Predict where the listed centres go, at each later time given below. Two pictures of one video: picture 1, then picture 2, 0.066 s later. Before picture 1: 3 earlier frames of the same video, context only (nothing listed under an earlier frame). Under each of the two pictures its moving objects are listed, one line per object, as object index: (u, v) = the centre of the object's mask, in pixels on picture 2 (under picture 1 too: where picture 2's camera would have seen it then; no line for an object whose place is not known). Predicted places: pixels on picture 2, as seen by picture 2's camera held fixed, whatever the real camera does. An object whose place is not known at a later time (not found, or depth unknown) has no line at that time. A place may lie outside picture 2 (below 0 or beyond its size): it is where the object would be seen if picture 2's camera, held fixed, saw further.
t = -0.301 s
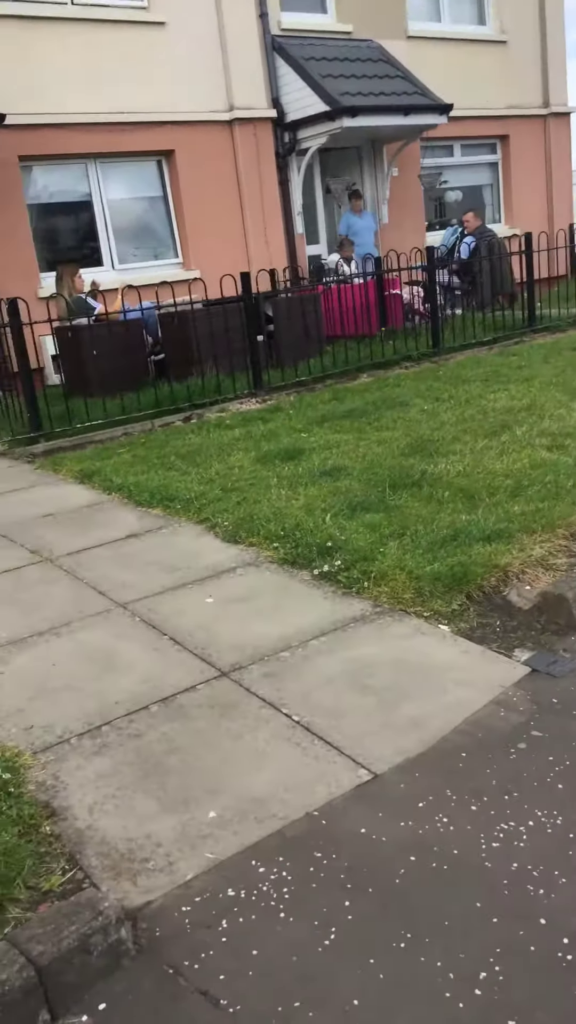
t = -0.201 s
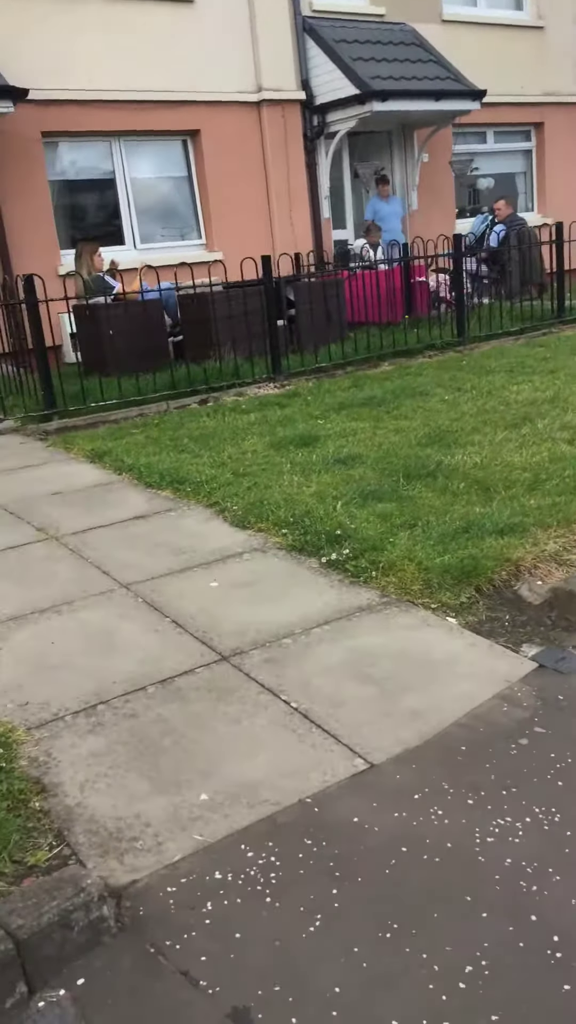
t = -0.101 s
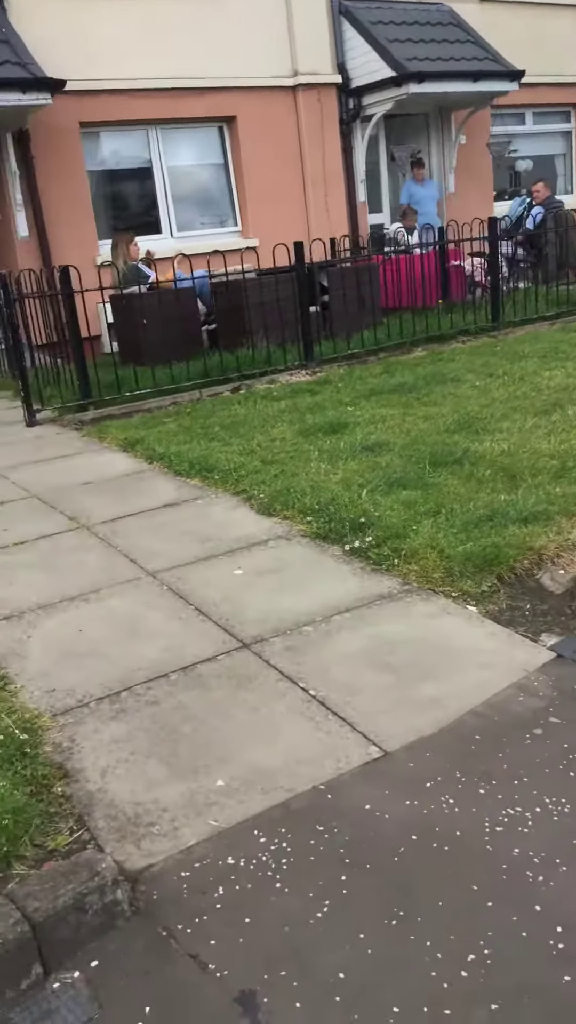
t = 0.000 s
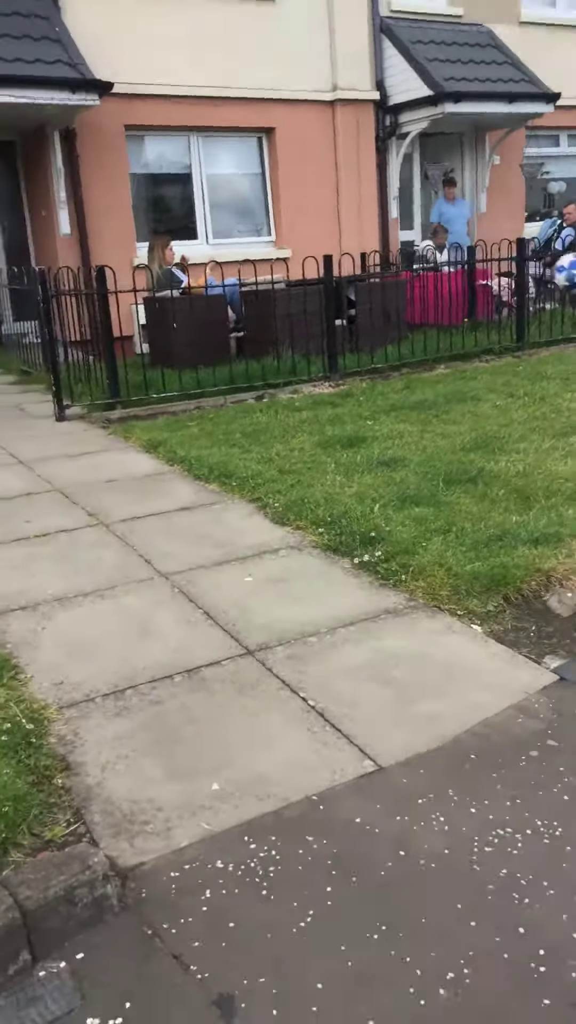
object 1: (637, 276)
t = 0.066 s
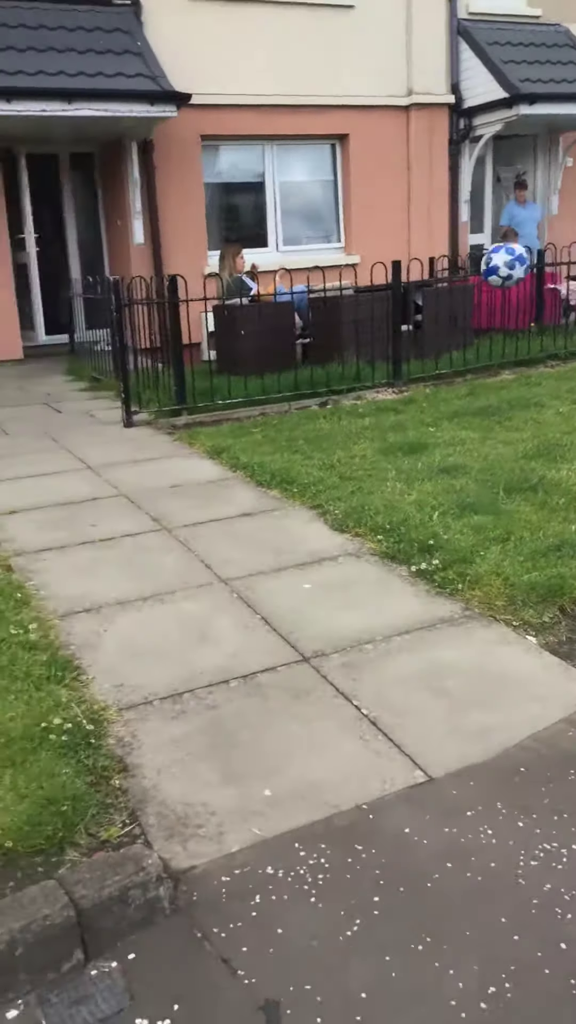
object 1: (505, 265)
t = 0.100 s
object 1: (429, 262)
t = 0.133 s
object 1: (348, 263)
